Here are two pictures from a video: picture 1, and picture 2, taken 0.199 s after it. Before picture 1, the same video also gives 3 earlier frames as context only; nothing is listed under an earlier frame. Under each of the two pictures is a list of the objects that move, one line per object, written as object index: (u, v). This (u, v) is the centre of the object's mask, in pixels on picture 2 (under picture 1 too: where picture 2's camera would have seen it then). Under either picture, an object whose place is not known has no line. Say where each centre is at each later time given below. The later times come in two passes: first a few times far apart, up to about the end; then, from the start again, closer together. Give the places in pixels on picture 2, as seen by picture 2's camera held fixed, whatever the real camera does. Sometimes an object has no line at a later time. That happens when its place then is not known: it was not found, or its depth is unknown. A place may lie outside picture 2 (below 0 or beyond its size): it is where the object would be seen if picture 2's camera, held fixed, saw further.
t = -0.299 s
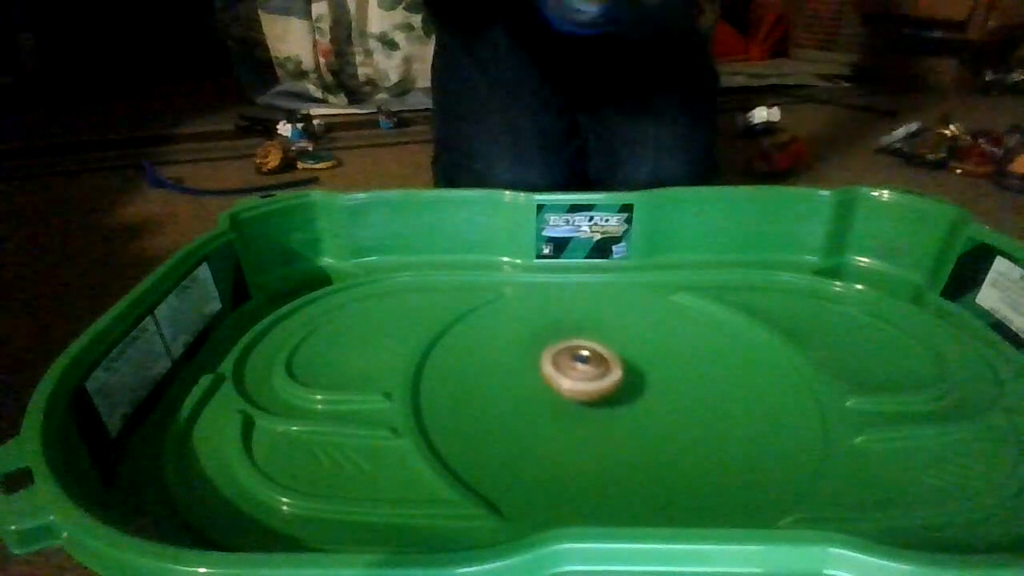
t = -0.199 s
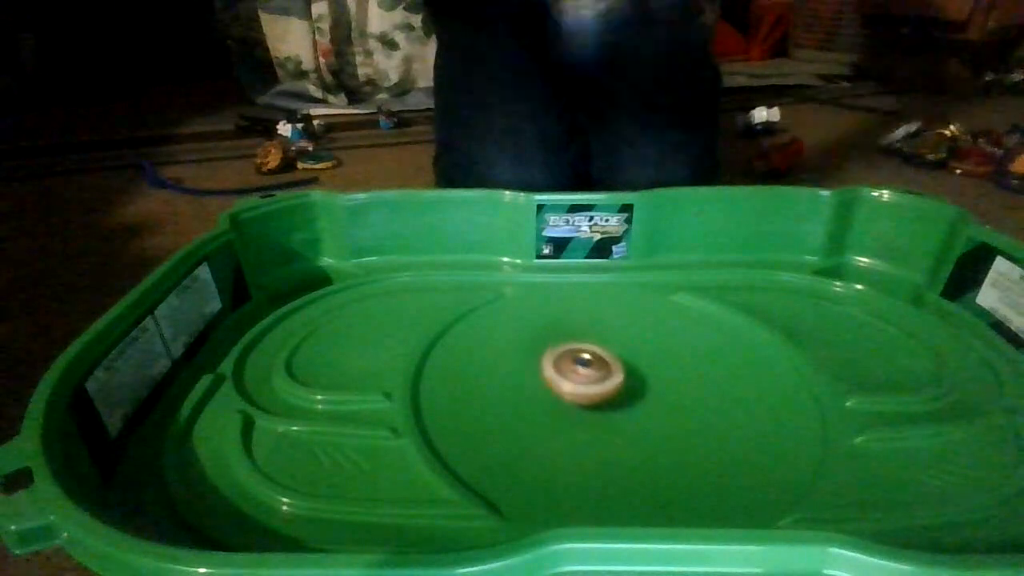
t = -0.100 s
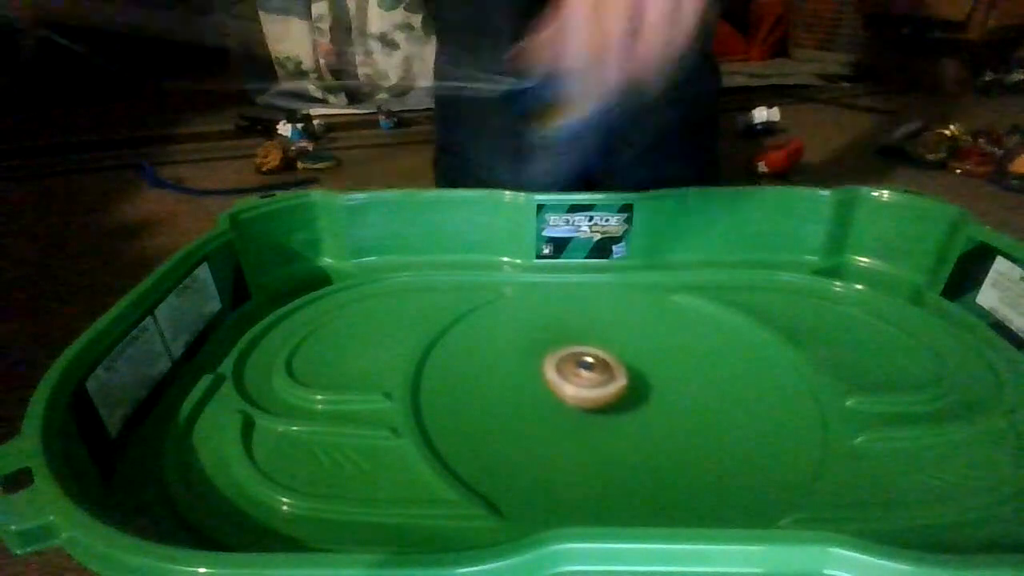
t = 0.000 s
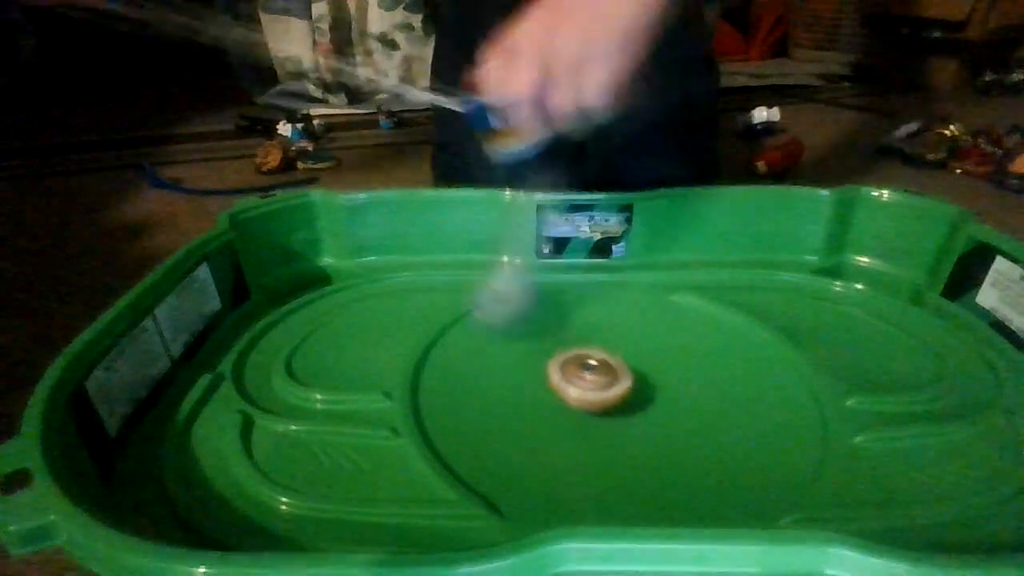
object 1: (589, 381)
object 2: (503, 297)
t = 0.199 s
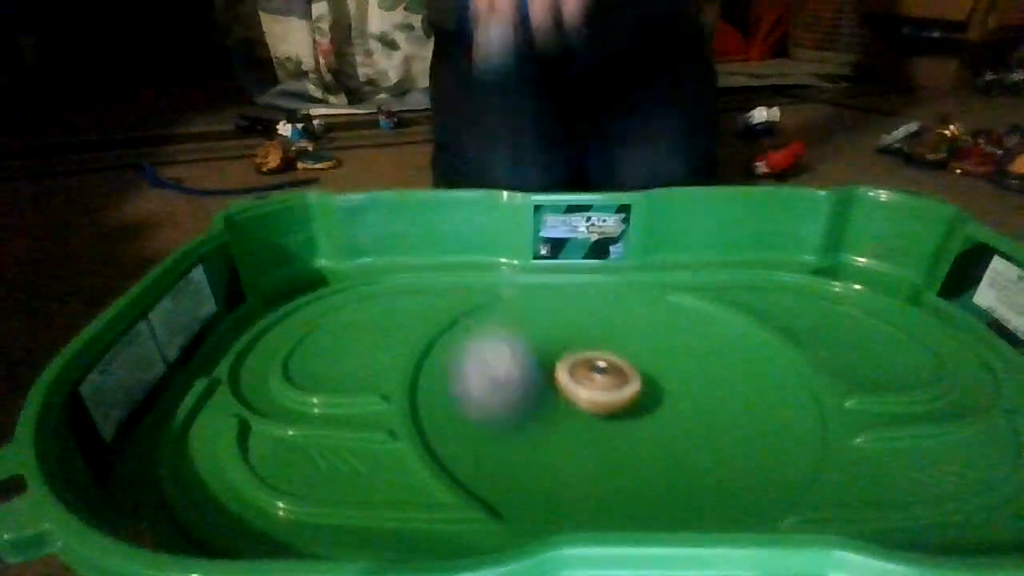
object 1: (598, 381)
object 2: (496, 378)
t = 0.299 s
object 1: (606, 387)
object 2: (515, 415)
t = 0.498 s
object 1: (652, 383)
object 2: (539, 457)
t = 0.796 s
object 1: (684, 387)
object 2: (567, 354)
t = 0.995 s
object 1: (685, 387)
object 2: (539, 278)
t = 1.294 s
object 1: (659, 383)
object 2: (588, 330)
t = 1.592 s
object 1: (674, 399)
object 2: (473, 317)
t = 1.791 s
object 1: (654, 397)
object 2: (525, 317)
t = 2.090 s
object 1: (736, 412)
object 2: (459, 352)
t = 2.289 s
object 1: (754, 435)
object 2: (503, 343)
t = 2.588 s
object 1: (707, 411)
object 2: (546, 415)
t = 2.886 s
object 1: (786, 370)
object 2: (469, 366)
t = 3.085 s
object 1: (759, 358)
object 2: (548, 374)
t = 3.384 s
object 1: (657, 340)
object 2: (637, 477)
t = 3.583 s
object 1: (606, 334)
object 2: (530, 489)
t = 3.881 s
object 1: (560, 342)
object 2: (609, 405)
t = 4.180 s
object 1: (545, 368)
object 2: (797, 376)
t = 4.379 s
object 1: (555, 392)
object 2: (761, 416)
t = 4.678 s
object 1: (611, 411)
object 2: (674, 357)
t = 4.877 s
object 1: (647, 409)
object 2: (713, 323)
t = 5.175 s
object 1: (611, 421)
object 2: (744, 350)
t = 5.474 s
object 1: (548, 388)
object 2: (677, 336)
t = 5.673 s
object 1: (547, 357)
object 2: (627, 320)
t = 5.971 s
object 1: (561, 372)
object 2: (667, 300)
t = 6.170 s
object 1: (574, 387)
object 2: (658, 359)
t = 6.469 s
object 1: (557, 418)
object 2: (631, 367)
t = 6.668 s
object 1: (565, 418)
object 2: (611, 357)
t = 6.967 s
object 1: (620, 452)
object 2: (621, 307)
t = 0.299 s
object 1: (606, 387)
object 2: (515, 415)
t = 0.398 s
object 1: (631, 383)
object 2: (517, 453)
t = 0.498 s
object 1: (652, 383)
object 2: (539, 457)
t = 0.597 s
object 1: (666, 384)
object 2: (562, 432)
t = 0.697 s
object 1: (675, 386)
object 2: (570, 393)
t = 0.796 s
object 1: (684, 387)
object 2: (567, 354)
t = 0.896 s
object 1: (687, 387)
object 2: (548, 315)
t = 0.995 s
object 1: (685, 387)
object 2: (539, 278)
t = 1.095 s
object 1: (681, 387)
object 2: (550, 278)
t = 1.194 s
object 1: (672, 386)
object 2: (574, 305)
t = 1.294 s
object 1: (659, 383)
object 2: (588, 330)
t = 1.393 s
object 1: (668, 388)
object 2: (561, 343)
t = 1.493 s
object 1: (678, 396)
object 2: (506, 335)
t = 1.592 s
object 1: (674, 399)
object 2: (473, 317)
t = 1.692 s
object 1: (665, 399)
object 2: (489, 313)
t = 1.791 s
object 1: (654, 397)
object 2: (525, 317)
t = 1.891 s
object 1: (644, 393)
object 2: (553, 338)
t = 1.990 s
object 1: (673, 398)
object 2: (530, 360)
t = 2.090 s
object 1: (736, 412)
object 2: (459, 352)
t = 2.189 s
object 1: (758, 426)
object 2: (461, 344)
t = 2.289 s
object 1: (754, 435)
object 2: (503, 343)
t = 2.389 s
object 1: (736, 437)
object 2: (538, 352)
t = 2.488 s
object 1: (708, 429)
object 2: (571, 381)
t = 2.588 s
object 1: (707, 411)
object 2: (546, 415)
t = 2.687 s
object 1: (757, 389)
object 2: (462, 415)
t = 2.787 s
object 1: (781, 376)
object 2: (452, 387)
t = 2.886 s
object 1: (786, 370)
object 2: (469, 366)
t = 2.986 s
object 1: (780, 364)
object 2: (502, 361)
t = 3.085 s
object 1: (759, 358)
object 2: (548, 374)
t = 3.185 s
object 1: (729, 354)
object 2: (596, 403)
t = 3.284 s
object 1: (691, 347)
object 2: (631, 441)
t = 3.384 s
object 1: (657, 340)
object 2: (637, 477)
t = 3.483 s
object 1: (628, 335)
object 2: (583, 490)
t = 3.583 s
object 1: (606, 334)
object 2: (530, 489)
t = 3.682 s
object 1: (586, 333)
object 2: (529, 476)
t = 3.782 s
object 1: (571, 336)
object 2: (563, 444)
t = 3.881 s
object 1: (560, 342)
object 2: (609, 405)
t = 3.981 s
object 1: (552, 350)
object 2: (669, 381)
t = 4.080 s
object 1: (546, 358)
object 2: (737, 371)
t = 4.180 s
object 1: (545, 368)
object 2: (797, 376)
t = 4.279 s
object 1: (548, 380)
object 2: (785, 400)
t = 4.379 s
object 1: (555, 392)
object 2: (761, 416)
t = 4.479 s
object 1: (567, 401)
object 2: (724, 412)
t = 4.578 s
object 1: (587, 408)
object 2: (688, 389)
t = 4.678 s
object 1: (611, 411)
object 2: (674, 357)
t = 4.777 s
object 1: (631, 411)
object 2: (685, 332)
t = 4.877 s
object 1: (647, 409)
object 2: (713, 323)
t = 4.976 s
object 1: (659, 405)
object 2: (744, 339)
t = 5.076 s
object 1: (653, 407)
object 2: (746, 359)
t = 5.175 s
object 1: (611, 421)
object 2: (744, 350)
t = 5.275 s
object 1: (585, 416)
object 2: (729, 346)
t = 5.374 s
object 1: (563, 403)
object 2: (705, 342)
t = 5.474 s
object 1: (548, 388)
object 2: (677, 336)
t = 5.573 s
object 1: (542, 373)
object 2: (648, 328)
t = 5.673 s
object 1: (547, 357)
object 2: (627, 320)
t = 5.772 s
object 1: (556, 352)
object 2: (620, 309)
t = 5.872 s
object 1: (557, 364)
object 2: (639, 292)
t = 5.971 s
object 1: (561, 372)
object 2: (667, 300)
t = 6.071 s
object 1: (568, 378)
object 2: (677, 330)
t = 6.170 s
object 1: (574, 387)
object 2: (658, 359)
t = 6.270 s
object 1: (564, 404)
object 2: (645, 369)
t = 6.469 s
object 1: (557, 418)
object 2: (631, 367)
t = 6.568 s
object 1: (558, 421)
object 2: (619, 362)
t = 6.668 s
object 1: (565, 418)
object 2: (611, 357)
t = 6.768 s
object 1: (578, 414)
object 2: (609, 354)
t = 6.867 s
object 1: (600, 421)
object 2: (609, 347)
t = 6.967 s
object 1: (620, 452)
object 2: (621, 307)
